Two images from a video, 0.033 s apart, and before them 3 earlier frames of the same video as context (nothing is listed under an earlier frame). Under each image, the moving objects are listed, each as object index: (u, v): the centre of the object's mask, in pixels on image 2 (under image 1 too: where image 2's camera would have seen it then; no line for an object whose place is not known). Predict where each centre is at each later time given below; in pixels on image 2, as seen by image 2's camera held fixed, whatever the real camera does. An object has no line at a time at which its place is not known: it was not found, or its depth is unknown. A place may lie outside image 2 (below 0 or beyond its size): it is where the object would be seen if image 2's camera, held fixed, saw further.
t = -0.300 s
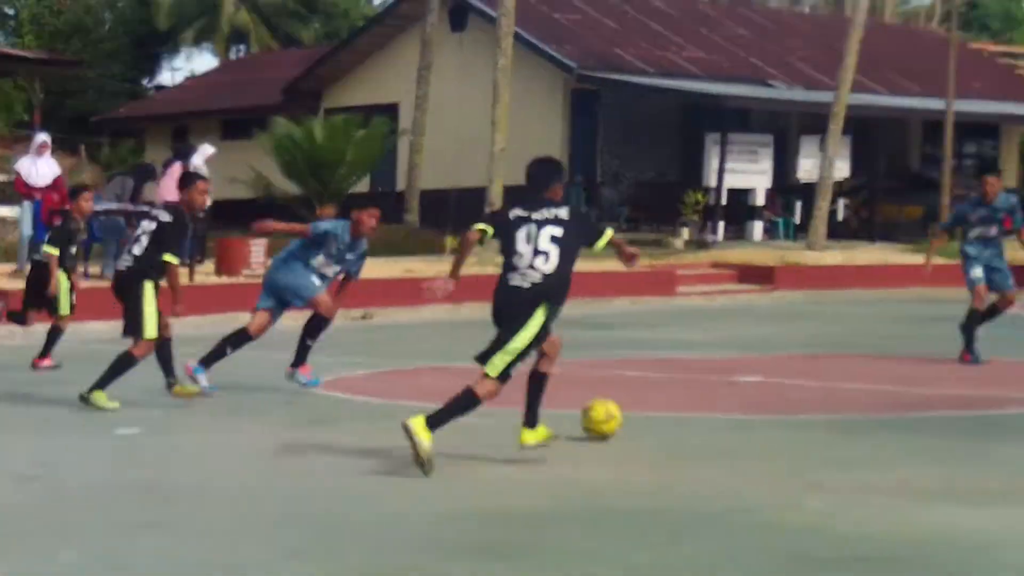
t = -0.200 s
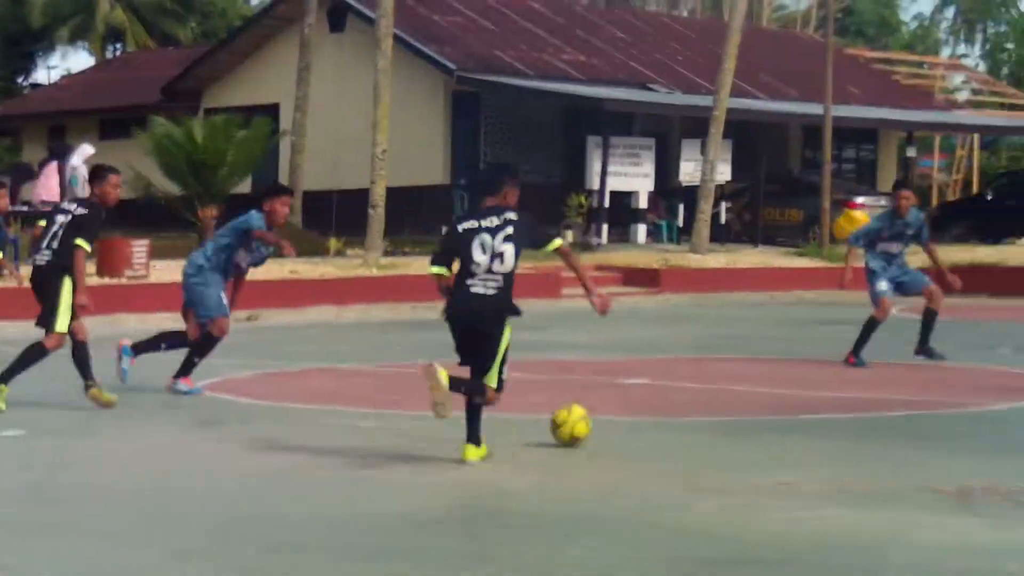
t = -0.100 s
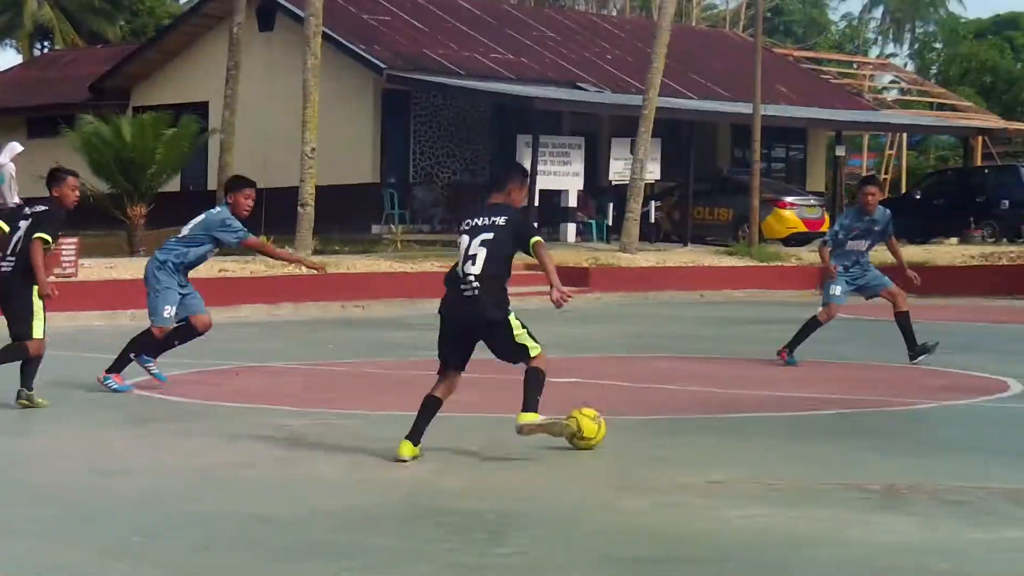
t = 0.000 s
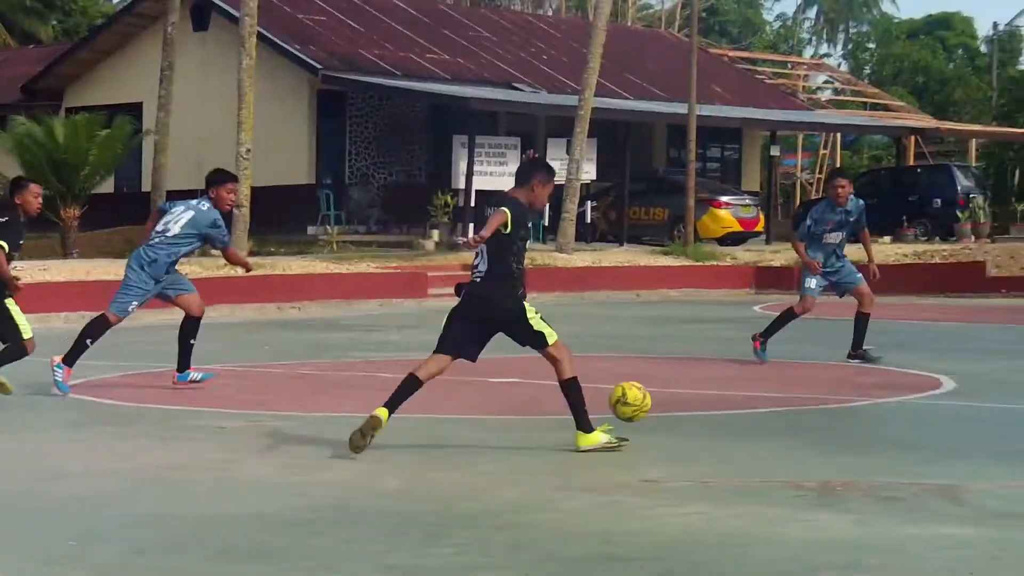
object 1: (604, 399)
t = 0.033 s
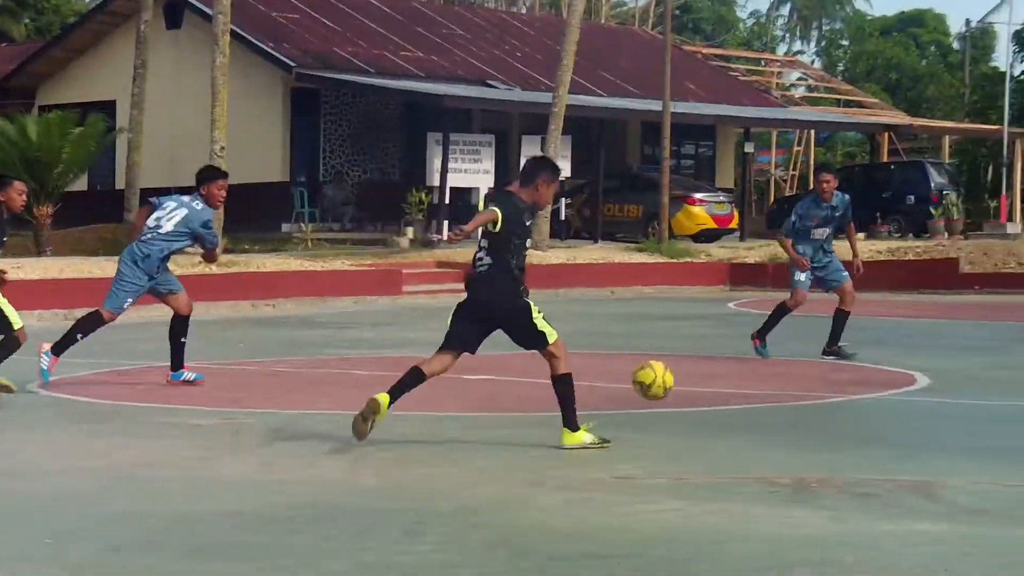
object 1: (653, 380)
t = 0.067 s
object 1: (699, 364)
